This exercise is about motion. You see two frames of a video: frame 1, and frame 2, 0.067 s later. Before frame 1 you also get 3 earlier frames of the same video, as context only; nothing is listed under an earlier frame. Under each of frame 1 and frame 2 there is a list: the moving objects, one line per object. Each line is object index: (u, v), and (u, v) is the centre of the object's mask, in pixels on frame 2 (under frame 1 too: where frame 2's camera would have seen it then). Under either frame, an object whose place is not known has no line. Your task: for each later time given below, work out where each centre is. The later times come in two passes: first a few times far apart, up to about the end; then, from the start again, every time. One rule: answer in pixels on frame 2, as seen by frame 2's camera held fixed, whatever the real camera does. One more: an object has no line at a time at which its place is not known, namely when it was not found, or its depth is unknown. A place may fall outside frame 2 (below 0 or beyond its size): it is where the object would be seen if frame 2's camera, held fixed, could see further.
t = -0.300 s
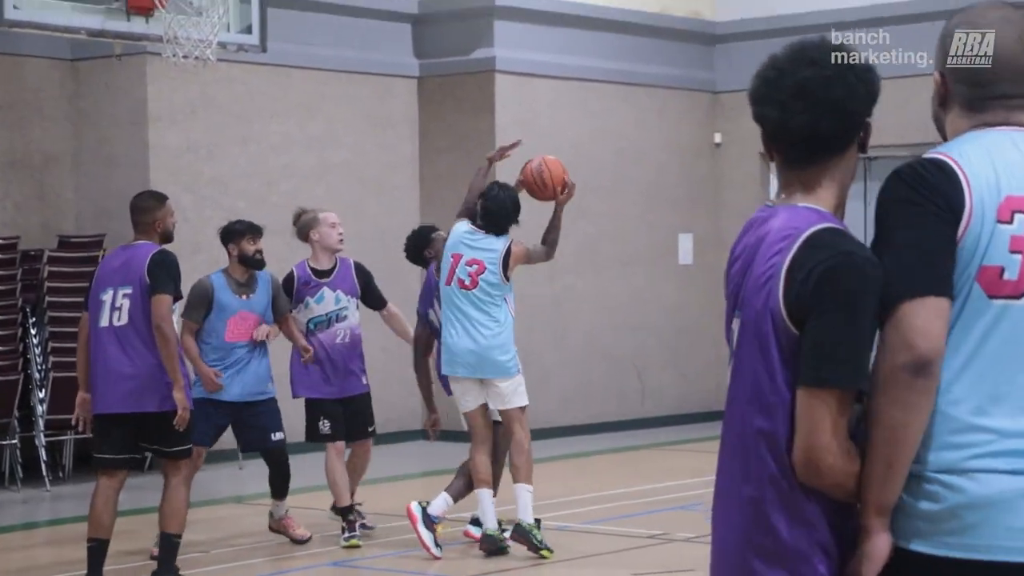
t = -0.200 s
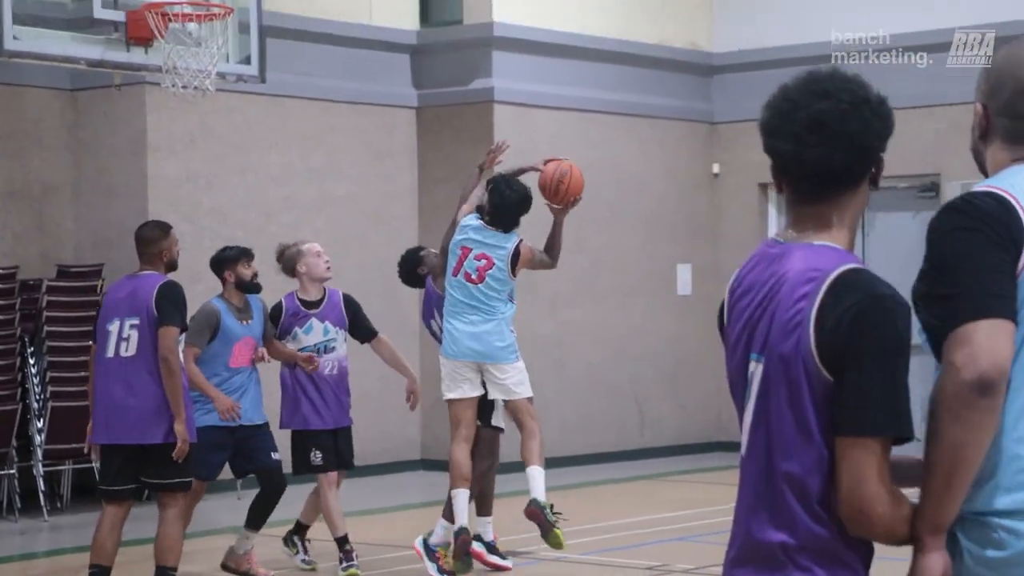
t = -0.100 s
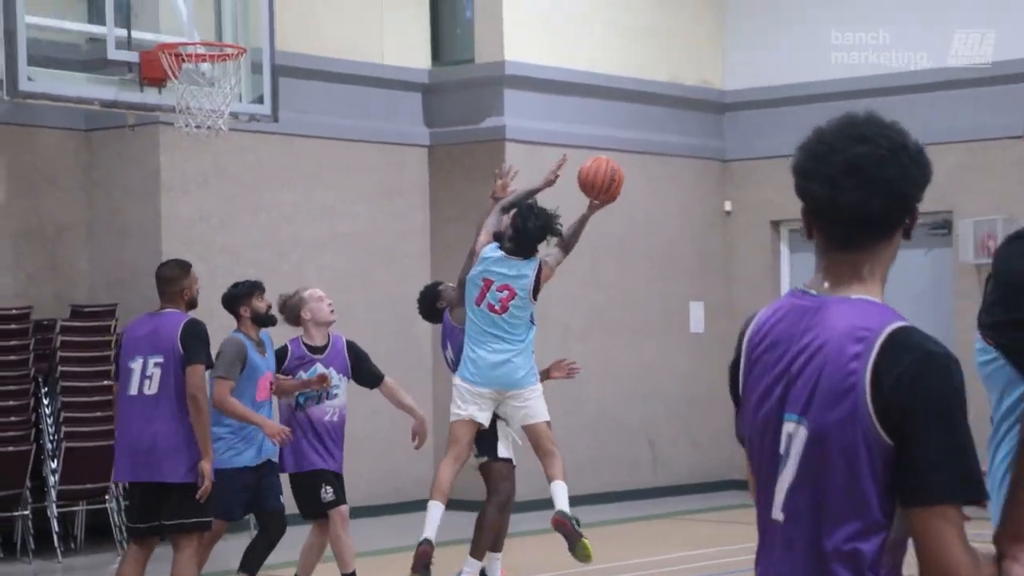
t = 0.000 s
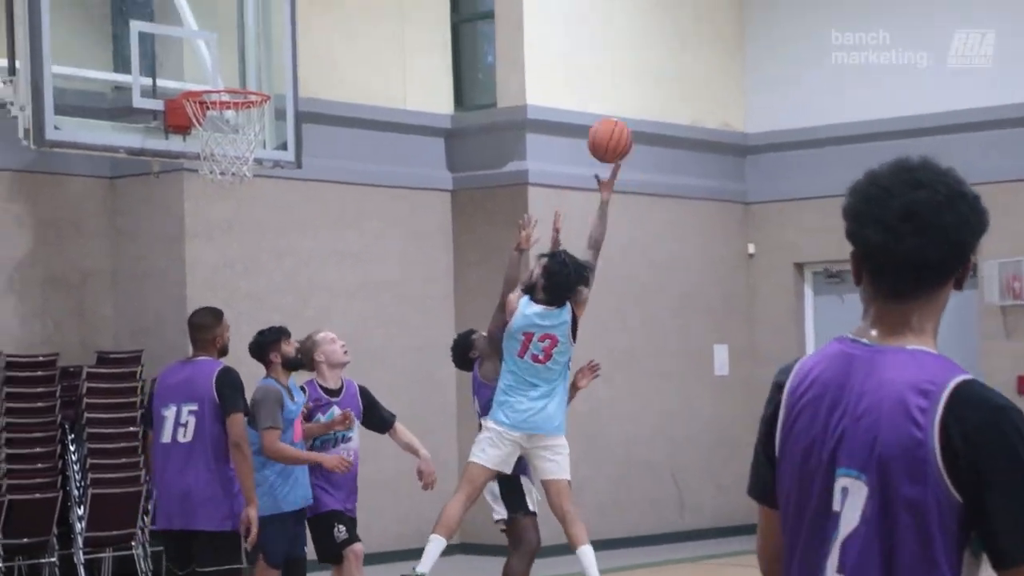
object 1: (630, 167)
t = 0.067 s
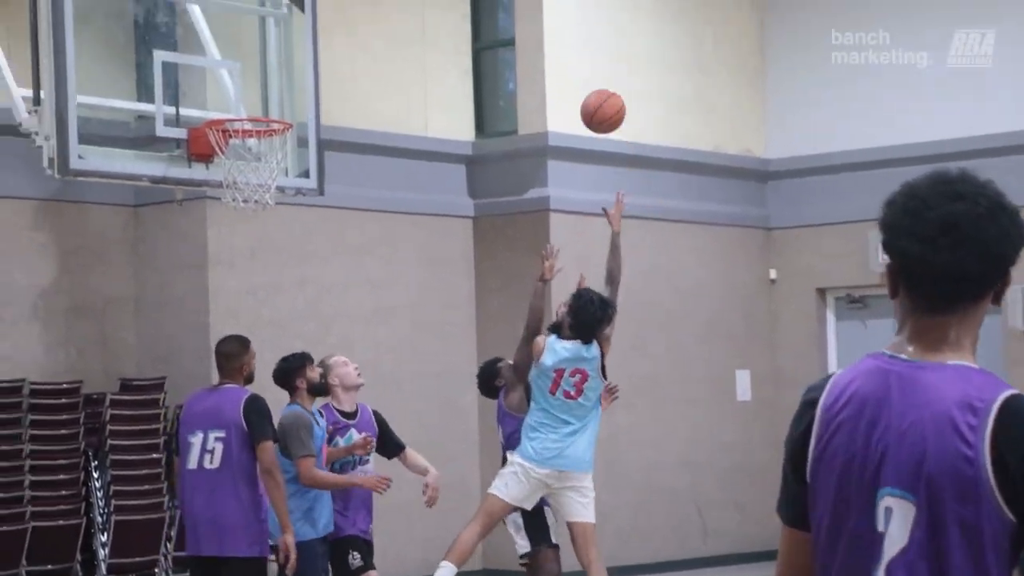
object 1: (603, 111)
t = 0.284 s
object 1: (514, -13)
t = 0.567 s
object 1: (404, -44)
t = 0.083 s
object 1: (596, 99)
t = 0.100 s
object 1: (589, 87)
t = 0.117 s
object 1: (582, 75)
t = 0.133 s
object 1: (575, 64)
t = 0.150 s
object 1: (568, 53)
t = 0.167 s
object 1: (561, 43)
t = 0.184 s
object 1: (555, 34)
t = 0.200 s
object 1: (548, 25)
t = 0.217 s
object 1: (540, 16)
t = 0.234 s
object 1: (534, 9)
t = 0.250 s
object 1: (527, 1)
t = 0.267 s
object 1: (521, -6)
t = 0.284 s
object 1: (514, -13)
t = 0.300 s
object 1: (507, -19)
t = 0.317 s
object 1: (500, -24)
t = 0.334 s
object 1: (494, -29)
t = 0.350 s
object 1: (488, -34)
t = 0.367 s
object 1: (481, -38)
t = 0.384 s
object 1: (475, -40)
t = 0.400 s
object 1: (469, -43)
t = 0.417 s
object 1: (462, -46)
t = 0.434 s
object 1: (455, -48)
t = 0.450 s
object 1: (449, -49)
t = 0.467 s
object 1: (442, -50)
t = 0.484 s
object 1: (436, -51)
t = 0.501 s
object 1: (429, -50)
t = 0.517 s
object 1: (423, -50)
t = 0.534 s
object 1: (416, -48)
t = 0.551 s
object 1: (410, -47)
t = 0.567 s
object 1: (404, -44)
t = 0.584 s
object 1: (397, -42)
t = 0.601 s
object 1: (391, -38)
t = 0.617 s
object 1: (385, -35)
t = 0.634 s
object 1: (378, -31)
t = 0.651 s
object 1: (372, -26)
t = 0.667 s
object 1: (365, -20)
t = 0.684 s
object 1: (359, -15)
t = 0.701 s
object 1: (353, -9)
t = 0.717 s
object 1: (347, -2)
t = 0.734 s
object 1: (341, 6)
